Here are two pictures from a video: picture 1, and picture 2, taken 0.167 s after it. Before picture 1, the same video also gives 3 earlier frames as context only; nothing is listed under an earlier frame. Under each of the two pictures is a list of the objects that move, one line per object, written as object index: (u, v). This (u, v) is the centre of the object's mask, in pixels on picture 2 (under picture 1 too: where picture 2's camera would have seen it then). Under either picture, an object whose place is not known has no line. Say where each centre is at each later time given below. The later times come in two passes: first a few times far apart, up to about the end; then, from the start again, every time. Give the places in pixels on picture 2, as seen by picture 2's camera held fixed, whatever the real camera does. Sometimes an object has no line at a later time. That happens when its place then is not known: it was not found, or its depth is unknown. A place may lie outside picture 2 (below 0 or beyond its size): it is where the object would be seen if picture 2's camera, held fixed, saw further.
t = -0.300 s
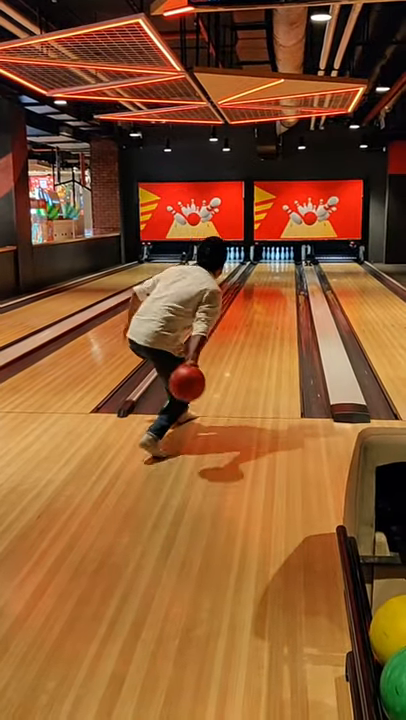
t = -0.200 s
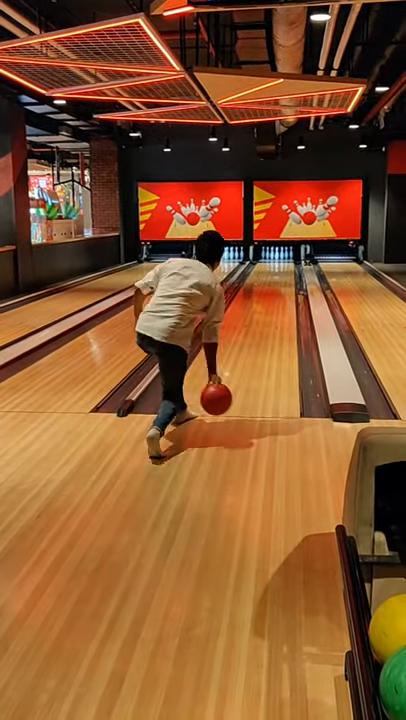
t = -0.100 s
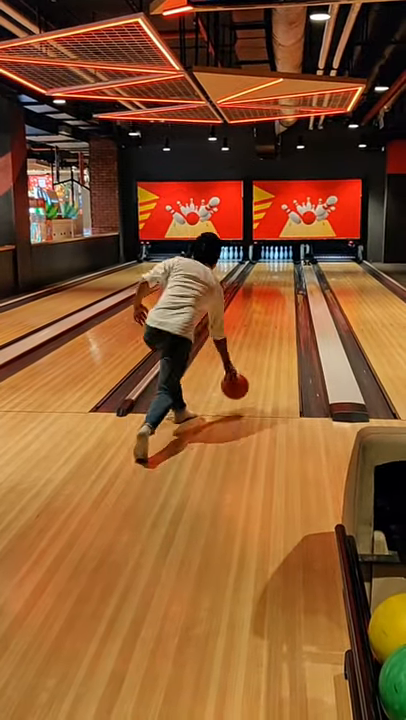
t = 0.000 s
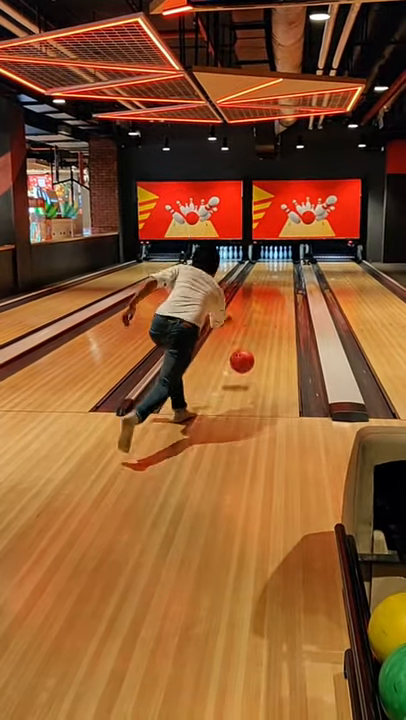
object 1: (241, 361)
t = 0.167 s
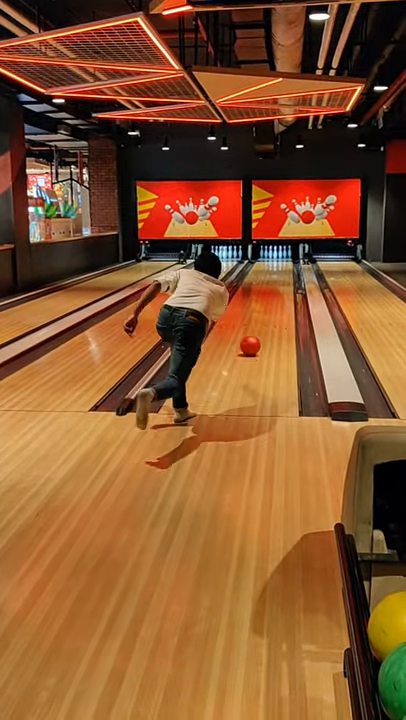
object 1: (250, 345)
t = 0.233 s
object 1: (252, 337)
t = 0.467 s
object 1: (260, 314)
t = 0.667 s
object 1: (264, 301)
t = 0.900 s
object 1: (268, 288)
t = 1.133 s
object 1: (269, 280)
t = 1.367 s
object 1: (271, 274)
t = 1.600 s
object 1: (272, 268)
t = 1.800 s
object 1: (273, 265)
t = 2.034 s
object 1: (274, 261)
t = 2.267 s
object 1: (274, 259)
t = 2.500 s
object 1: (274, 257)
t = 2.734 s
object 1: (276, 255)
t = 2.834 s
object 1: (276, 254)
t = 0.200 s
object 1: (251, 342)
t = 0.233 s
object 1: (252, 337)
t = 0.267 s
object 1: (254, 333)
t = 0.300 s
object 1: (255, 330)
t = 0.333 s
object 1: (256, 326)
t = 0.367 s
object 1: (257, 323)
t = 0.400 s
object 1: (258, 319)
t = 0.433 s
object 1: (259, 317)
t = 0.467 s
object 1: (260, 314)
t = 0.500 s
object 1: (260, 312)
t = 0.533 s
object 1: (261, 309)
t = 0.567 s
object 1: (262, 307)
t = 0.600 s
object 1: (262, 305)
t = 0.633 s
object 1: (263, 303)
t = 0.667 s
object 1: (264, 301)
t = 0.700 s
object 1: (265, 298)
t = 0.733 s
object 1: (265, 296)
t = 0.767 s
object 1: (266, 295)
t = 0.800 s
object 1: (266, 293)
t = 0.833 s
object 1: (267, 292)
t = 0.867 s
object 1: (268, 290)
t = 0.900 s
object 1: (268, 288)
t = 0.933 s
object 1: (268, 287)
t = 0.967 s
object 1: (268, 286)
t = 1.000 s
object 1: (269, 285)
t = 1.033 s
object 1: (269, 283)
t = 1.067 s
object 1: (268, 282)
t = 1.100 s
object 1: (269, 281)
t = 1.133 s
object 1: (269, 280)
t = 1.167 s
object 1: (270, 279)
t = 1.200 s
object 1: (270, 278)
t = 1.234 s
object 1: (270, 277)
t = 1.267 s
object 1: (270, 277)
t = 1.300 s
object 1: (271, 276)
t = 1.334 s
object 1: (271, 275)
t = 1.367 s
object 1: (271, 274)
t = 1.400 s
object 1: (271, 274)
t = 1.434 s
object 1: (271, 272)
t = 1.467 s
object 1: (272, 270)
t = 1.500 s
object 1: (272, 270)
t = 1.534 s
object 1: (272, 269)
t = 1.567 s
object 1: (272, 269)
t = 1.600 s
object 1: (272, 268)
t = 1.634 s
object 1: (272, 268)
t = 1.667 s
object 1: (272, 267)
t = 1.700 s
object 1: (273, 267)
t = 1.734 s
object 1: (273, 266)
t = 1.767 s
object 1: (273, 266)
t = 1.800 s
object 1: (273, 265)
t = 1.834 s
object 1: (273, 264)
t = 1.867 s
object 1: (273, 264)
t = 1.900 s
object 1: (273, 263)
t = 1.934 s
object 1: (273, 263)
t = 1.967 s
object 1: (274, 262)
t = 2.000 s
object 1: (274, 262)
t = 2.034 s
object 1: (274, 261)
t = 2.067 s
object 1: (274, 261)
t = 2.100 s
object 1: (274, 260)
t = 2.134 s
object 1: (275, 259)
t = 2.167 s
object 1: (274, 260)
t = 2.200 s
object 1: (274, 259)
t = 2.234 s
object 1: (274, 259)
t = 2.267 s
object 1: (274, 259)
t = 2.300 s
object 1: (275, 259)
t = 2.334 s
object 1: (275, 258)
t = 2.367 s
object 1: (275, 258)
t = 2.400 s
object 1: (275, 257)
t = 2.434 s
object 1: (275, 258)
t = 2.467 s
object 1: (274, 257)
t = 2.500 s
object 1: (274, 257)
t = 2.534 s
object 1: (275, 256)
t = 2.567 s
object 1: (275, 256)
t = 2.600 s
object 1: (275, 256)
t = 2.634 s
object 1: (276, 255)
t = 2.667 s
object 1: (276, 255)
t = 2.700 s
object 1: (276, 255)
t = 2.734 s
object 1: (276, 255)
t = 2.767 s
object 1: (276, 255)
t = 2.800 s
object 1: (276, 255)
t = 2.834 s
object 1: (276, 254)
